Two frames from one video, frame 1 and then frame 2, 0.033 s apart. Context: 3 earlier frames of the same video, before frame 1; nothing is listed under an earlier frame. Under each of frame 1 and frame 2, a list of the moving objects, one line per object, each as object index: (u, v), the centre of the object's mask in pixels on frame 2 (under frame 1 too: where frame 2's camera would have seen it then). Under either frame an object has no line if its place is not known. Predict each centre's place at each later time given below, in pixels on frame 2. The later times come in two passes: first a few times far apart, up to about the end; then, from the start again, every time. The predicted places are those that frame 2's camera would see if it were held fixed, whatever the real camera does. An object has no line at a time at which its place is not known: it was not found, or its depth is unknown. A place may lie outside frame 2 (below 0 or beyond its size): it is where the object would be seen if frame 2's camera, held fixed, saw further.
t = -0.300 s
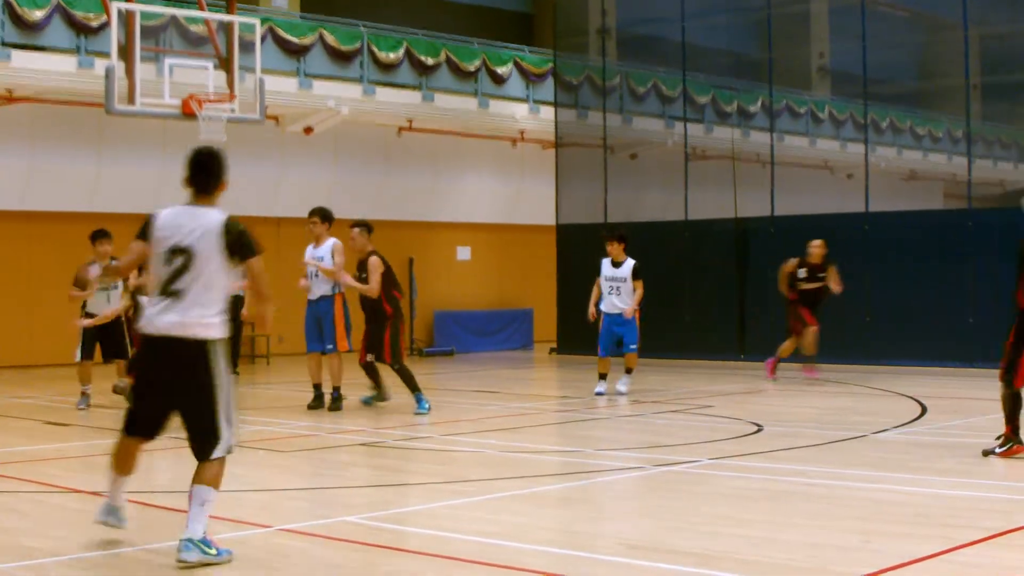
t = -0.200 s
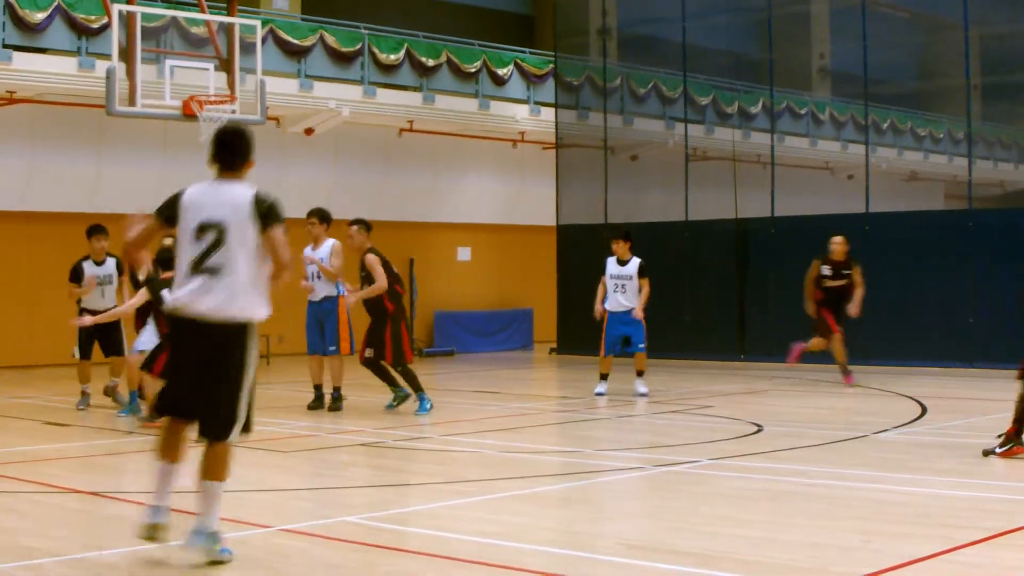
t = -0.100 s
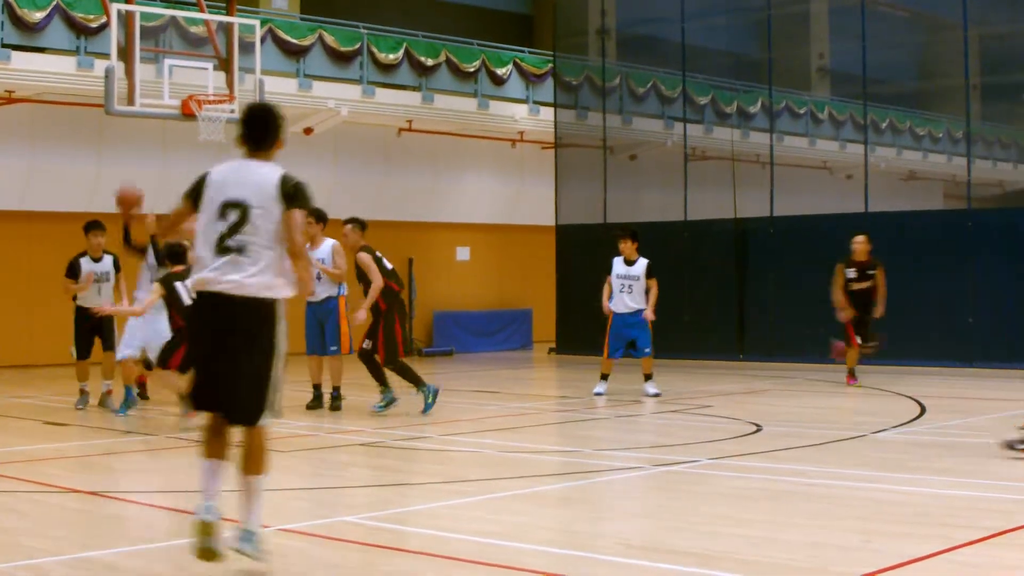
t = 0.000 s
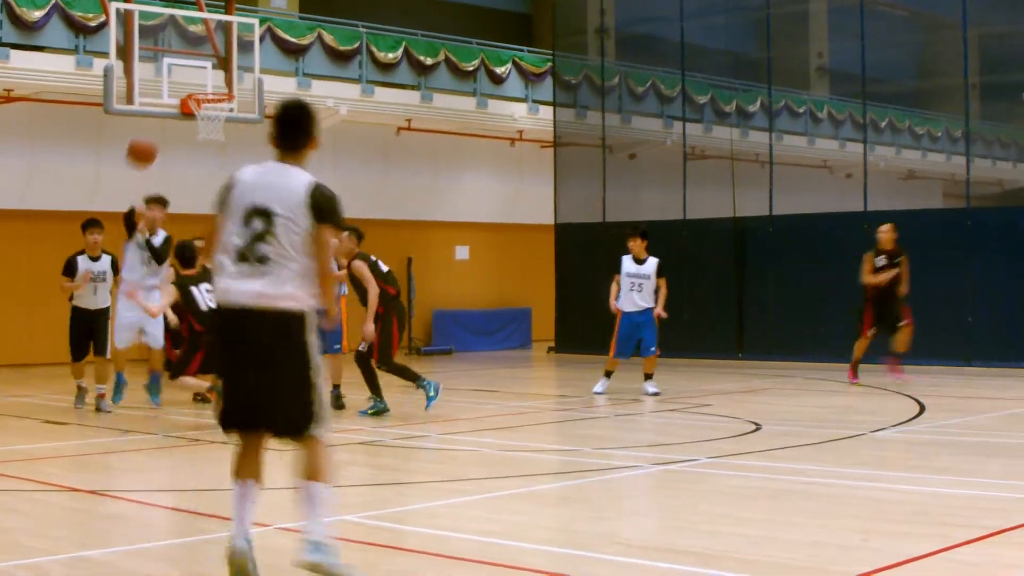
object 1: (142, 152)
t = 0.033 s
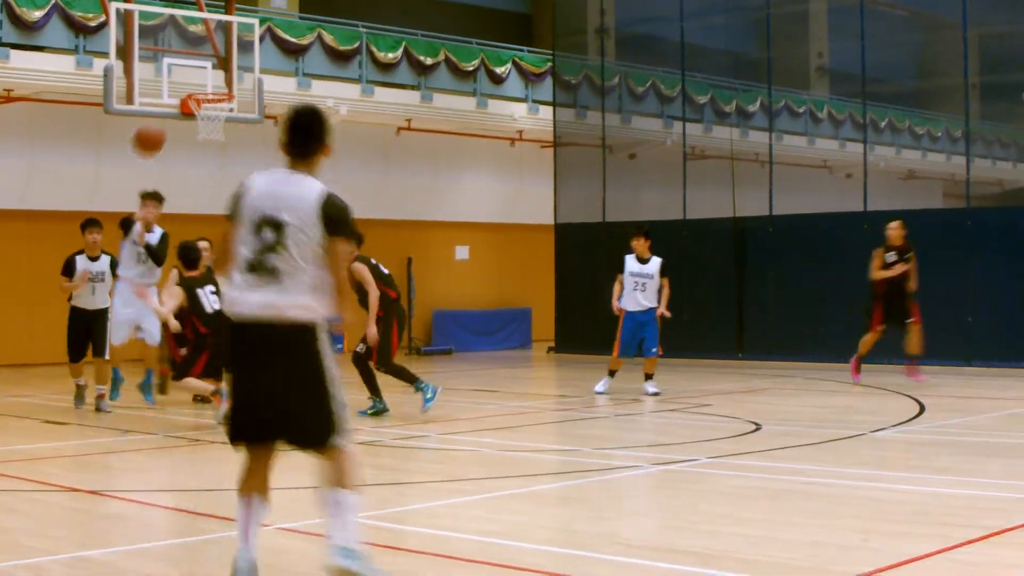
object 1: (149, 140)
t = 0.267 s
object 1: (210, 71)
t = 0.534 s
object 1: (312, 74)
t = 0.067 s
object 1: (157, 129)
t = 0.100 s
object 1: (166, 115)
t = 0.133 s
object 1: (173, 106)
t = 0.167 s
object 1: (181, 96)
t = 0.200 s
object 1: (190, 87)
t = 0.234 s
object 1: (199, 80)
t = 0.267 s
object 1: (210, 71)
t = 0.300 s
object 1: (220, 67)
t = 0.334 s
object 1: (231, 64)
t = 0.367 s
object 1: (242, 61)
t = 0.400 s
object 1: (255, 60)
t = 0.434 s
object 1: (269, 61)
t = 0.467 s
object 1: (282, 63)
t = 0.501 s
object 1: (297, 67)
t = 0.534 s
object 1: (312, 74)
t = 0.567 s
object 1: (330, 87)
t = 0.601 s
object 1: (347, 100)
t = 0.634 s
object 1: (365, 118)
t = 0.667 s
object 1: (384, 141)
